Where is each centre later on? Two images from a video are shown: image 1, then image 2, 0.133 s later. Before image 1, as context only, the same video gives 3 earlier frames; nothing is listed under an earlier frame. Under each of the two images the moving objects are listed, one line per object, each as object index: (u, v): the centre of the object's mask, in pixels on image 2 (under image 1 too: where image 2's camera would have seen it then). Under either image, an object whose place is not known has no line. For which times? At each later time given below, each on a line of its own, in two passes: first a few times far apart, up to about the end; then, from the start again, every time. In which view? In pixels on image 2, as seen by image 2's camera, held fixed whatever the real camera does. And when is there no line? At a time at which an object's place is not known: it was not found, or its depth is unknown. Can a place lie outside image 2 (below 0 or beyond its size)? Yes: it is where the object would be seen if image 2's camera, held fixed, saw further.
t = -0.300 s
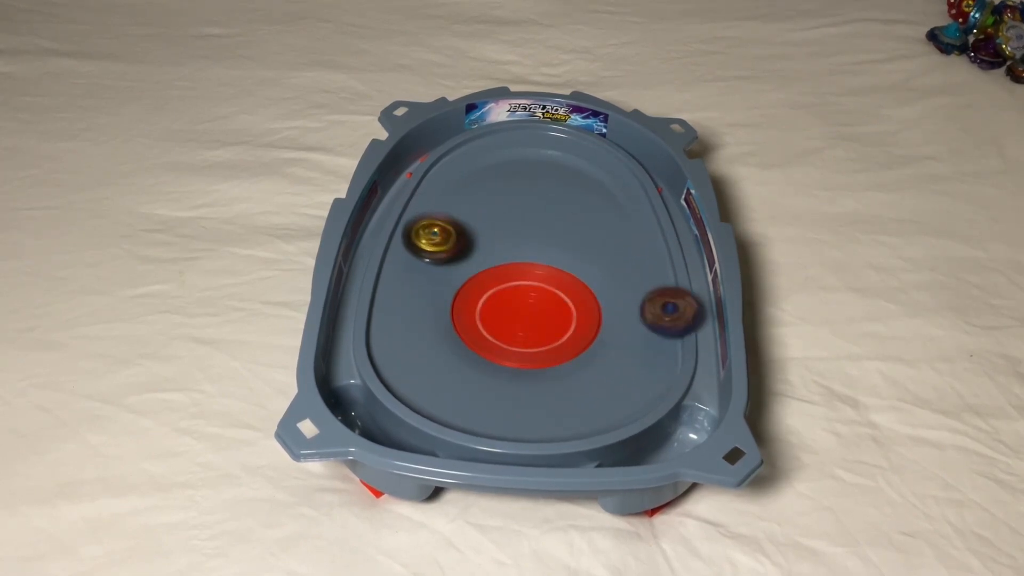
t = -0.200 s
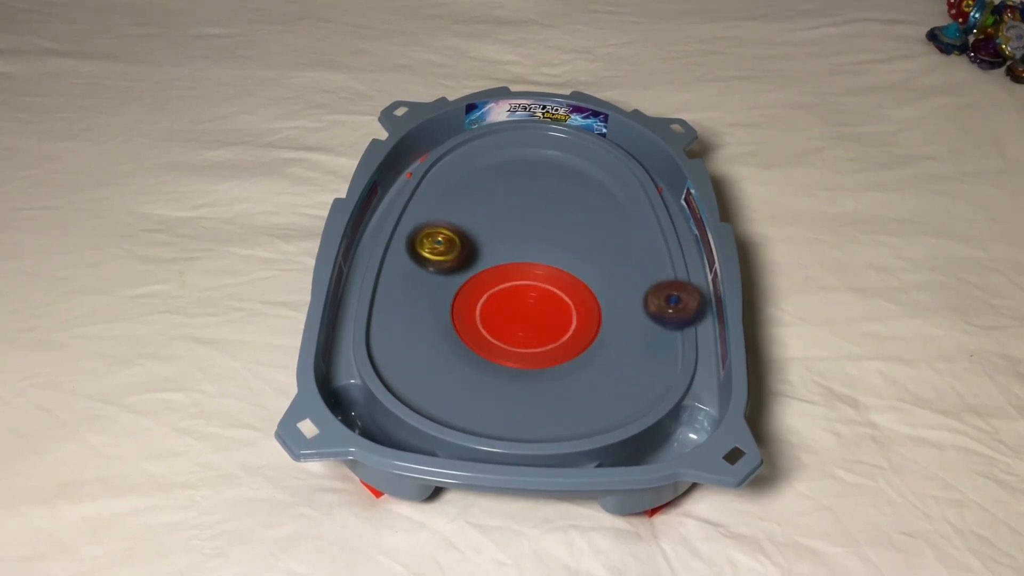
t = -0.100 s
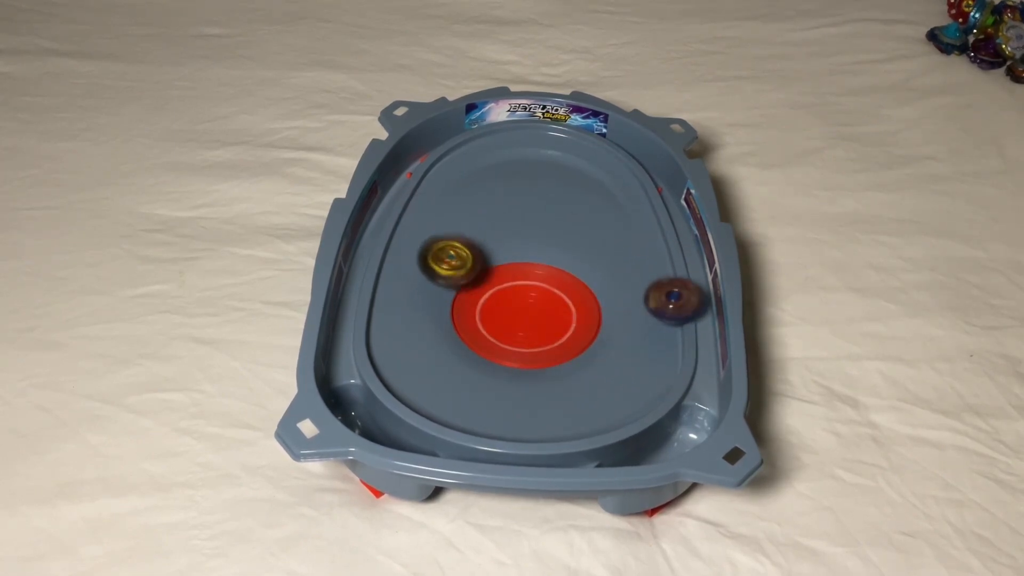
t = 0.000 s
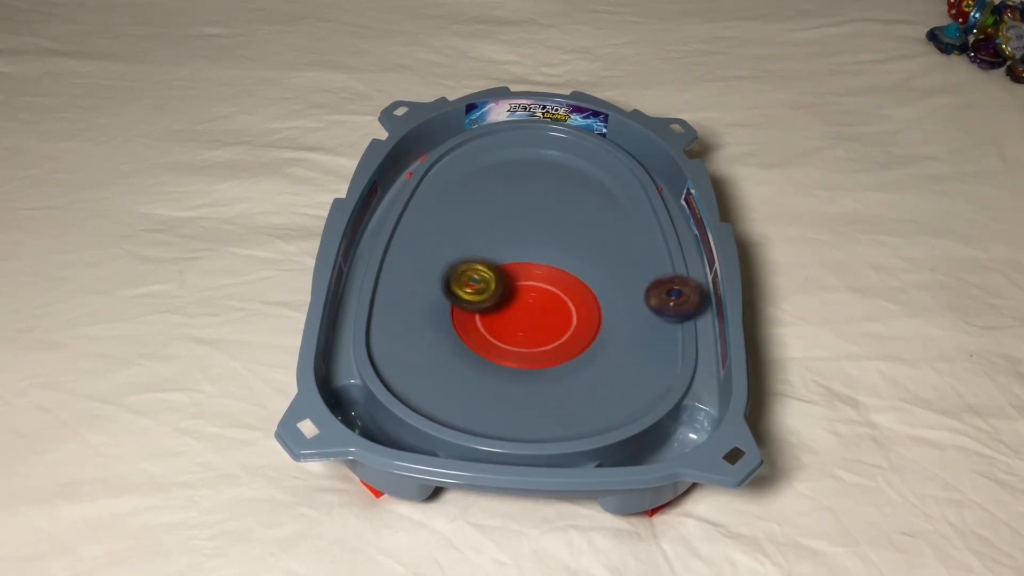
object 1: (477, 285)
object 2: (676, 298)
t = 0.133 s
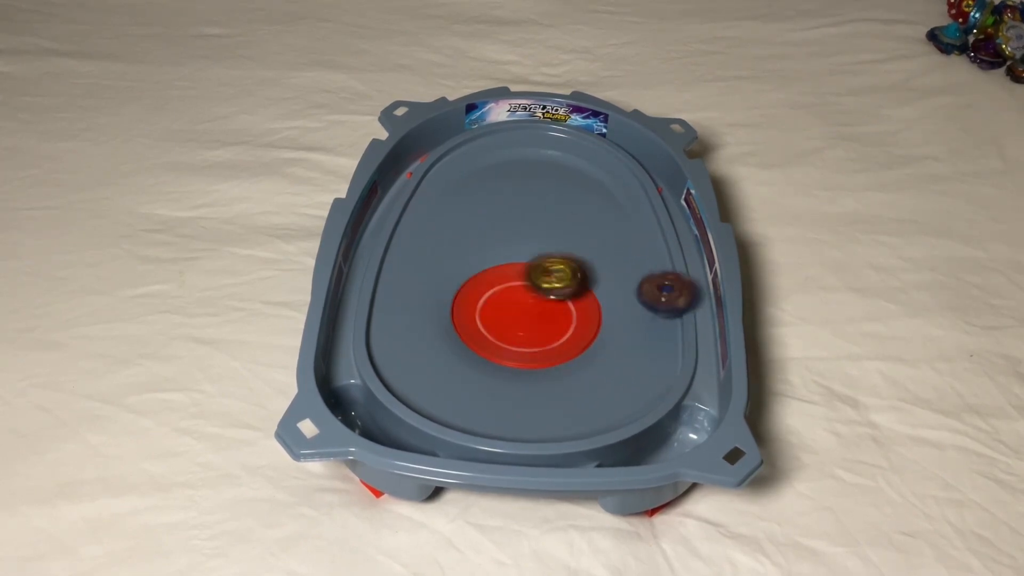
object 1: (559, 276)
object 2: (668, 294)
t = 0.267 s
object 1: (617, 263)
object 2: (670, 305)
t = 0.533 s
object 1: (600, 231)
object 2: (643, 320)
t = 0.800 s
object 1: (571, 226)
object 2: (596, 316)
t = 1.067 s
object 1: (529, 262)
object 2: (476, 287)
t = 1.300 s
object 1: (594, 345)
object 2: (441, 243)
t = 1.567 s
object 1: (595, 334)
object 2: (424, 239)
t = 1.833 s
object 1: (538, 312)
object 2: (450, 234)
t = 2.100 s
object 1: (431, 270)
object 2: (531, 262)
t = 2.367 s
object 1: (433, 287)
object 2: (685, 301)
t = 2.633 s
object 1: (517, 286)
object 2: (630, 305)
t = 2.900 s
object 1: (640, 235)
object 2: (609, 294)
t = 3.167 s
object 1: (651, 212)
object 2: (543, 308)
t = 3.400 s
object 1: (636, 215)
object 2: (468, 293)
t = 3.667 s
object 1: (611, 246)
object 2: (570, 205)
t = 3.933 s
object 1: (562, 306)
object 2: (580, 167)
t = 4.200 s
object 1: (445, 361)
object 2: (585, 174)
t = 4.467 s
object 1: (429, 379)
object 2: (580, 211)
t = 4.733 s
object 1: (442, 359)
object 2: (526, 270)
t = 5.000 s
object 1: (502, 338)
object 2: (522, 295)
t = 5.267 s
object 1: (534, 239)
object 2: (594, 229)
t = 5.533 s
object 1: (522, 222)
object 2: (625, 201)
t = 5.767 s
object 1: (504, 251)
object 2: (634, 196)
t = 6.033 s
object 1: (621, 318)
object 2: (627, 219)
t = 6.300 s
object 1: (647, 326)
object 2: (606, 214)
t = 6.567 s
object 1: (638, 307)
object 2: (612, 200)
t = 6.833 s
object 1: (585, 274)
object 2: (626, 215)
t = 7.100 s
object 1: (547, 330)
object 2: (600, 229)
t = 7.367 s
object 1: (461, 270)
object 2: (587, 216)
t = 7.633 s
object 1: (506, 195)
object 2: (606, 207)
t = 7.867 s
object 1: (513, 194)
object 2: (606, 225)
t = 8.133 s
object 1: (524, 216)
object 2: (582, 239)
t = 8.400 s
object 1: (471, 229)
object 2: (595, 312)
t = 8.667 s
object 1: (444, 234)
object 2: (564, 356)
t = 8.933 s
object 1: (456, 252)
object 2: (545, 337)
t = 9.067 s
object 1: (474, 271)
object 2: (493, 319)
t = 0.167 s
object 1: (587, 274)
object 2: (664, 291)
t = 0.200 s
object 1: (608, 272)
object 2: (668, 293)
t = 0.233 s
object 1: (615, 267)
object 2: (678, 299)
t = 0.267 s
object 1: (617, 263)
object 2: (670, 305)
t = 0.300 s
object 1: (615, 257)
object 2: (662, 308)
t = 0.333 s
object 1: (613, 252)
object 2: (658, 311)
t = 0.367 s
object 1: (611, 248)
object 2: (654, 313)
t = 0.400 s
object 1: (609, 244)
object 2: (652, 314)
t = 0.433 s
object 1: (606, 240)
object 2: (650, 315)
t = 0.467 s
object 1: (604, 236)
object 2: (648, 316)
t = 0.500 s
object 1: (602, 233)
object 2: (646, 318)
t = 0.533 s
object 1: (600, 231)
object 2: (643, 320)
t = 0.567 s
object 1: (597, 229)
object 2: (639, 322)
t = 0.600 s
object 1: (594, 228)
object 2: (635, 323)
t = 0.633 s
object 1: (591, 226)
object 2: (630, 324)
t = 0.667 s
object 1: (588, 225)
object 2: (625, 324)
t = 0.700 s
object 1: (584, 225)
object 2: (618, 325)
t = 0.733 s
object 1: (580, 225)
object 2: (612, 324)
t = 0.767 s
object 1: (576, 226)
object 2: (604, 320)
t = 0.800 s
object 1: (571, 226)
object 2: (596, 316)
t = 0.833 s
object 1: (565, 228)
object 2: (593, 311)
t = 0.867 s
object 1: (559, 230)
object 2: (582, 307)
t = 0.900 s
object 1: (553, 233)
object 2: (569, 304)
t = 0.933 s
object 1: (545, 238)
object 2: (552, 303)
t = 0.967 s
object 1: (535, 243)
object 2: (534, 303)
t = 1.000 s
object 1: (528, 248)
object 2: (515, 302)
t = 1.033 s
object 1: (526, 254)
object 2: (493, 296)
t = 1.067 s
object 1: (529, 262)
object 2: (476, 287)
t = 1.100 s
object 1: (537, 270)
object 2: (461, 276)
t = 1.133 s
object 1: (550, 280)
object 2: (454, 264)
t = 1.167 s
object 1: (567, 292)
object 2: (449, 255)
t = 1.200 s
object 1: (582, 306)
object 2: (447, 249)
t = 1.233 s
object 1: (592, 322)
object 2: (445, 246)
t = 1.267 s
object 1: (595, 334)
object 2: (443, 244)
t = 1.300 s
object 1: (594, 345)
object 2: (441, 243)
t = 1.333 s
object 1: (592, 351)
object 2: (439, 243)
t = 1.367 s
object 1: (589, 353)
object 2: (435, 244)
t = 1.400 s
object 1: (588, 353)
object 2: (431, 244)
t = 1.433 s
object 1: (588, 351)
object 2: (428, 244)
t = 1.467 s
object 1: (590, 348)
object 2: (425, 243)
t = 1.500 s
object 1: (593, 345)
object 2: (423, 242)
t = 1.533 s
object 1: (595, 340)
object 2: (423, 241)
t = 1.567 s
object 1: (595, 334)
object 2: (424, 239)
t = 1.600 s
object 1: (595, 327)
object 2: (424, 238)
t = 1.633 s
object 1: (594, 319)
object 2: (426, 237)
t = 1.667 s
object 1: (591, 312)
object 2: (428, 236)
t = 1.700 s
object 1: (587, 310)
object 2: (430, 235)
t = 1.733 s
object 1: (579, 306)
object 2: (434, 235)
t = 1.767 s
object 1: (568, 306)
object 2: (439, 234)
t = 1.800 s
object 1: (555, 308)
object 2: (443, 234)
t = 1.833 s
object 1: (538, 312)
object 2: (450, 234)
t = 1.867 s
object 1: (517, 315)
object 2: (457, 235)
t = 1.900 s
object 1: (497, 313)
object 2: (465, 235)
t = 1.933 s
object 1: (472, 305)
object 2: (472, 236)
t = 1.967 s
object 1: (455, 292)
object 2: (479, 239)
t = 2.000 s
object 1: (446, 281)
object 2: (486, 244)
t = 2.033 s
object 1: (441, 273)
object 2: (493, 252)
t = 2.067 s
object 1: (437, 270)
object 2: (506, 258)
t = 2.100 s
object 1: (431, 270)
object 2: (531, 262)
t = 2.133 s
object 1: (428, 271)
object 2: (562, 266)
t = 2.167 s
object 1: (427, 273)
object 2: (595, 271)
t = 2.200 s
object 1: (425, 276)
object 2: (622, 276)
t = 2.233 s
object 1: (424, 278)
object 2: (644, 284)
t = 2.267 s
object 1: (424, 280)
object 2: (666, 291)
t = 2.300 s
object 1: (425, 282)
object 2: (682, 294)
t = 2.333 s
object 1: (427, 284)
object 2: (685, 294)
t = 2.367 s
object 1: (433, 287)
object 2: (685, 301)
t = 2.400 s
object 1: (438, 291)
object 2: (682, 305)
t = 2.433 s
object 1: (447, 295)
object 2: (674, 310)
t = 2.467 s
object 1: (455, 300)
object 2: (664, 312)
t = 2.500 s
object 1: (467, 306)
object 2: (654, 311)
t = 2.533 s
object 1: (479, 308)
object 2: (646, 309)
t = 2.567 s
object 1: (492, 306)
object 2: (639, 309)
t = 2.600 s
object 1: (504, 299)
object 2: (634, 307)
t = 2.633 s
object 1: (517, 286)
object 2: (630, 305)
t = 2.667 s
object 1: (535, 273)
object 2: (628, 303)
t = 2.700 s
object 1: (557, 262)
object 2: (626, 302)
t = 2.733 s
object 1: (583, 254)
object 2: (626, 301)
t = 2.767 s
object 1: (603, 248)
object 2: (626, 300)
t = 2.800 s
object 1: (619, 244)
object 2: (624, 299)
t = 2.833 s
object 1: (631, 241)
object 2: (621, 298)
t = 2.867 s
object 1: (636, 238)
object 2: (616, 296)
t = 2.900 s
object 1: (640, 235)
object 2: (609, 294)
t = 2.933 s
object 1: (643, 231)
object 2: (601, 292)
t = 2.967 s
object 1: (645, 228)
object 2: (598, 289)
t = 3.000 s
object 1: (646, 224)
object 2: (593, 287)
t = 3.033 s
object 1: (648, 221)
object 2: (586, 288)
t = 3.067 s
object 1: (650, 218)
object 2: (576, 291)
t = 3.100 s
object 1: (650, 216)
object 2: (566, 295)
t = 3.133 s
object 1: (651, 214)
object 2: (555, 301)
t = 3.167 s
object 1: (651, 212)
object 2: (543, 308)
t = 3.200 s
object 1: (651, 211)
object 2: (527, 315)
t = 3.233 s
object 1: (650, 211)
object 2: (508, 319)
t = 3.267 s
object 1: (649, 210)
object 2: (487, 320)
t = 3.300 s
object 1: (647, 211)
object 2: (468, 315)
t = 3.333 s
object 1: (644, 212)
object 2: (457, 309)
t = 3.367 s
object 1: (640, 213)
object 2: (463, 302)
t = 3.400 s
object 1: (636, 215)
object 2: (468, 293)
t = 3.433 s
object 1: (633, 217)
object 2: (476, 283)
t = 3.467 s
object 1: (629, 220)
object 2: (486, 270)
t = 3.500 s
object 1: (626, 224)
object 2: (500, 258)
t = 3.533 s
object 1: (621, 227)
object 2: (517, 246)
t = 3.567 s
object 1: (616, 230)
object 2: (536, 233)
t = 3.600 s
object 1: (613, 235)
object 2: (554, 223)
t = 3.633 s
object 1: (612, 240)
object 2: (564, 214)
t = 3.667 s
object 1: (611, 246)
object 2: (570, 205)
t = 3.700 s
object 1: (610, 252)
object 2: (574, 196)
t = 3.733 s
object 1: (606, 256)
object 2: (575, 190)
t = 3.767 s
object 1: (600, 262)
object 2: (575, 186)
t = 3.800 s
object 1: (593, 266)
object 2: (575, 182)
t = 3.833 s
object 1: (583, 271)
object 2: (576, 178)
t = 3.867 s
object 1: (576, 279)
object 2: (577, 173)
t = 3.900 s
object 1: (570, 291)
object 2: (578, 169)
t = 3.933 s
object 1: (562, 306)
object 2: (580, 167)
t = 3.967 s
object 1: (549, 323)
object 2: (583, 164)
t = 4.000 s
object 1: (530, 339)
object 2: (588, 162)
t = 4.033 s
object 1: (506, 347)
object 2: (594, 159)
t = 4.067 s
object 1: (483, 350)
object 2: (595, 158)
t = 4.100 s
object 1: (465, 352)
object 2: (594, 161)
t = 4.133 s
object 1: (457, 356)
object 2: (591, 167)
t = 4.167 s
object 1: (449, 357)
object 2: (589, 171)
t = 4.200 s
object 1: (445, 361)
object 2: (585, 174)
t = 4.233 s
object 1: (442, 365)
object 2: (583, 177)
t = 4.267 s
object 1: (439, 369)
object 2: (582, 180)
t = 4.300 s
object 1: (437, 372)
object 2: (583, 183)
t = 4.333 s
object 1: (436, 374)
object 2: (584, 187)
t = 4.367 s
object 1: (434, 377)
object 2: (586, 192)
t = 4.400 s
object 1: (432, 379)
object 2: (586, 197)
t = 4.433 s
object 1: (430, 379)
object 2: (584, 204)
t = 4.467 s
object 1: (429, 379)
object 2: (580, 211)
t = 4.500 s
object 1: (429, 379)
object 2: (578, 218)
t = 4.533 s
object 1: (429, 378)
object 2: (574, 223)
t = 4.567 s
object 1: (429, 376)
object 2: (568, 229)
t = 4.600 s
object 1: (432, 373)
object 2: (561, 236)
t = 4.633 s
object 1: (433, 369)
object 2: (552, 243)
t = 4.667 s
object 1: (436, 366)
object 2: (543, 251)
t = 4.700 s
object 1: (439, 363)
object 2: (535, 259)
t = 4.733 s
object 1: (442, 359)
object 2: (526, 270)
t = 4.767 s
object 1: (446, 355)
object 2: (521, 282)
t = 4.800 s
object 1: (452, 351)
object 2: (519, 293)
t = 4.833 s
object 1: (457, 347)
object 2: (519, 301)
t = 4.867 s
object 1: (465, 344)
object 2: (516, 304)
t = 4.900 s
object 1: (472, 340)
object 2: (513, 308)
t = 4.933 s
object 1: (482, 337)
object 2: (512, 308)
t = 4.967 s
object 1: (492, 338)
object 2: (517, 304)
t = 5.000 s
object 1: (502, 338)
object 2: (522, 295)
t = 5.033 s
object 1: (509, 334)
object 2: (529, 283)
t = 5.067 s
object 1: (513, 327)
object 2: (537, 275)
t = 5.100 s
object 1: (513, 318)
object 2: (548, 265)
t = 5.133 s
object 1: (511, 306)
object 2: (561, 256)
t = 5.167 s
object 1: (509, 289)
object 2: (573, 247)
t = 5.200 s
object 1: (512, 271)
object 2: (584, 240)
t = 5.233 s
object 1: (522, 254)
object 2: (590, 233)
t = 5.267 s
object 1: (534, 239)
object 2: (594, 229)
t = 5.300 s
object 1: (544, 232)
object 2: (599, 227)
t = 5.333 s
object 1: (544, 227)
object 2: (610, 222)
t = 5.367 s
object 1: (542, 225)
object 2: (620, 219)
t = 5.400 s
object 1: (538, 224)
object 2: (630, 214)
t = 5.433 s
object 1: (533, 222)
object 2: (636, 209)
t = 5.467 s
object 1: (530, 222)
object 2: (634, 203)
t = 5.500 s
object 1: (525, 222)
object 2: (628, 203)
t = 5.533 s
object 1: (522, 222)
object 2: (625, 201)
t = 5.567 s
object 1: (519, 224)
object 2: (623, 199)
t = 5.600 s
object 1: (515, 226)
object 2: (624, 198)
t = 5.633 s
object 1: (513, 229)
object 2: (624, 196)
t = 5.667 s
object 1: (511, 233)
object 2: (629, 196)
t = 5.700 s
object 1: (508, 238)
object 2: (629, 195)
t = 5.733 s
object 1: (506, 244)
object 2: (632, 194)
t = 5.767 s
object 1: (504, 251)
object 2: (634, 196)
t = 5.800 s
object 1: (506, 257)
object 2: (639, 198)
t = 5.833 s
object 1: (516, 264)
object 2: (638, 202)
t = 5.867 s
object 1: (530, 272)
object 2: (639, 205)
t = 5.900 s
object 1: (549, 278)
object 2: (637, 209)
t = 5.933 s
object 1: (573, 287)
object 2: (636, 211)
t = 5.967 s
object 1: (595, 297)
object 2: (633, 214)
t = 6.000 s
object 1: (613, 308)
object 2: (632, 216)
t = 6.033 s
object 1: (621, 318)
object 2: (627, 219)
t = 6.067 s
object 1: (625, 325)
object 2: (624, 220)
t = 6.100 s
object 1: (629, 330)
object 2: (619, 221)
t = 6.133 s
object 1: (631, 331)
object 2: (617, 220)
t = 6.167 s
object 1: (635, 331)
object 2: (613, 221)
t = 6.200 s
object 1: (638, 330)
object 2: (611, 219)
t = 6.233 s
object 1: (640, 329)
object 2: (608, 219)
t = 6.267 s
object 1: (644, 327)
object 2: (606, 217)
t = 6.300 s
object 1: (647, 326)
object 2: (606, 214)
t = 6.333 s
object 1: (647, 324)
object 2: (605, 212)
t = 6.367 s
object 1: (648, 322)
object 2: (603, 211)
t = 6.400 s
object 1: (649, 320)
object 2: (602, 208)
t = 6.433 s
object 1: (647, 318)
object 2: (602, 207)
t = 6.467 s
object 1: (646, 315)
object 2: (602, 204)
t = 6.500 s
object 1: (645, 313)
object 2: (605, 202)
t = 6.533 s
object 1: (642, 310)
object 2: (607, 200)
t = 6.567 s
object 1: (638, 307)
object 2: (612, 200)
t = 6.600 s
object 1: (636, 304)
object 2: (614, 200)
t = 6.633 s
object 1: (631, 301)
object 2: (619, 200)
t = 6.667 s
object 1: (625, 298)
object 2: (621, 202)
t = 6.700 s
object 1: (620, 293)
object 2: (624, 204)
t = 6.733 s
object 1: (613, 288)
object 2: (625, 207)
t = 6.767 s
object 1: (603, 282)
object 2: (626, 208)
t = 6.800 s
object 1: (595, 276)
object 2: (627, 213)
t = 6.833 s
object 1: (585, 274)
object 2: (626, 215)
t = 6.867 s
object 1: (575, 272)
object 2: (624, 219)
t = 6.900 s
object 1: (569, 274)
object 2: (621, 222)
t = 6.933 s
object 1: (564, 280)
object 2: (620, 224)
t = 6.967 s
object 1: (560, 287)
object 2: (615, 226)
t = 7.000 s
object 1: (559, 296)
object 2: (613, 228)
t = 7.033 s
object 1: (557, 308)
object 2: (607, 229)
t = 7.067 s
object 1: (554, 320)
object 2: (606, 230)
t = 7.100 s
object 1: (547, 330)
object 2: (600, 229)
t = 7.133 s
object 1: (534, 341)
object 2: (599, 229)
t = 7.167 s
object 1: (520, 345)
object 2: (595, 227)
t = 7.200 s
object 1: (506, 345)
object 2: (593, 226)
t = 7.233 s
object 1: (497, 338)
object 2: (592, 223)
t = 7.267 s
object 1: (485, 327)
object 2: (590, 221)
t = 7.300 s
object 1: (472, 313)
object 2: (589, 220)
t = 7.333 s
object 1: (466, 292)
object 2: (588, 217)
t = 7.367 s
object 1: (461, 270)
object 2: (587, 216)
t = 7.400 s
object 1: (468, 248)
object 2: (587, 212)
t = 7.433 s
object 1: (474, 231)
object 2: (589, 211)
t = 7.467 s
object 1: (483, 219)
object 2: (591, 208)
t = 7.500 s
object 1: (491, 209)
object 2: (595, 207)
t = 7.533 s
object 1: (496, 203)
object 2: (596, 206)
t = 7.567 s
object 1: (501, 199)
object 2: (601, 206)
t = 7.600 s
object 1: (505, 196)
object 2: (603, 207)
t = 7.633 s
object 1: (506, 195)
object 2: (606, 207)
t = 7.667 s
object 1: (505, 194)
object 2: (608, 210)
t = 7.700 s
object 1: (506, 192)
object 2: (608, 211)
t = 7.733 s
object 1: (506, 191)
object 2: (610, 214)
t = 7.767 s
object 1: (507, 191)
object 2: (609, 217)
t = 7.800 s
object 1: (508, 190)
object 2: (610, 220)
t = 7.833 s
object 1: (511, 192)
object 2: (607, 223)
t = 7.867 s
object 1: (513, 194)
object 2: (606, 225)
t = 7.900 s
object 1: (515, 195)
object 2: (602, 228)
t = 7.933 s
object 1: (518, 198)
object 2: (600, 230)
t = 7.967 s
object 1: (520, 201)
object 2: (596, 233)
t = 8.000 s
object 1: (522, 204)
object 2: (592, 234)
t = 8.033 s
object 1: (524, 207)
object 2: (588, 235)
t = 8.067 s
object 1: (527, 210)
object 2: (582, 236)
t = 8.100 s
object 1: (526, 213)
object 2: (583, 239)
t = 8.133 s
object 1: (524, 216)
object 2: (582, 239)
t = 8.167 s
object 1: (522, 219)
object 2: (580, 244)
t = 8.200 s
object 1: (521, 223)
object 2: (576, 248)
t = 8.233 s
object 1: (519, 228)
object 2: (573, 252)
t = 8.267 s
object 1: (509, 229)
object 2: (579, 263)
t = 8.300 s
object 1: (497, 227)
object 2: (588, 275)
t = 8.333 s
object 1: (487, 228)
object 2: (597, 288)
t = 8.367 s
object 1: (479, 228)
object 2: (597, 304)
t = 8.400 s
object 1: (471, 229)
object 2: (595, 312)
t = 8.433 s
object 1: (466, 229)
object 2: (592, 321)
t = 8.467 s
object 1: (460, 230)
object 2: (584, 330)
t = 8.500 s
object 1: (457, 231)
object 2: (577, 337)
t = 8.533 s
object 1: (453, 231)
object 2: (574, 344)
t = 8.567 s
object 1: (451, 232)
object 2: (571, 351)
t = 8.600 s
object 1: (448, 232)
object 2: (567, 355)
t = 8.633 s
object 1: (446, 233)
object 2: (565, 356)
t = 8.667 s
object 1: (444, 234)
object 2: (564, 356)
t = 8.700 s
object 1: (444, 235)
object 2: (563, 355)
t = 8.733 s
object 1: (444, 237)
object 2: (563, 353)
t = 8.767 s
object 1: (445, 238)
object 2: (563, 351)
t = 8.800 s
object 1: (447, 240)
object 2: (561, 351)
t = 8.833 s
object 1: (449, 242)
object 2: (559, 347)
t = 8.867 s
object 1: (451, 245)
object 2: (555, 344)
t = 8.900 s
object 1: (454, 248)
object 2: (552, 340)
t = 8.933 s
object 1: (456, 252)
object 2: (545, 337)
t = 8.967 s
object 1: (460, 257)
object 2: (534, 332)
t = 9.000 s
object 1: (464, 264)
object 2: (521, 326)
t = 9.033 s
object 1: (468, 272)
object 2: (506, 318)
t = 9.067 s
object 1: (474, 271)
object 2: (493, 319)
